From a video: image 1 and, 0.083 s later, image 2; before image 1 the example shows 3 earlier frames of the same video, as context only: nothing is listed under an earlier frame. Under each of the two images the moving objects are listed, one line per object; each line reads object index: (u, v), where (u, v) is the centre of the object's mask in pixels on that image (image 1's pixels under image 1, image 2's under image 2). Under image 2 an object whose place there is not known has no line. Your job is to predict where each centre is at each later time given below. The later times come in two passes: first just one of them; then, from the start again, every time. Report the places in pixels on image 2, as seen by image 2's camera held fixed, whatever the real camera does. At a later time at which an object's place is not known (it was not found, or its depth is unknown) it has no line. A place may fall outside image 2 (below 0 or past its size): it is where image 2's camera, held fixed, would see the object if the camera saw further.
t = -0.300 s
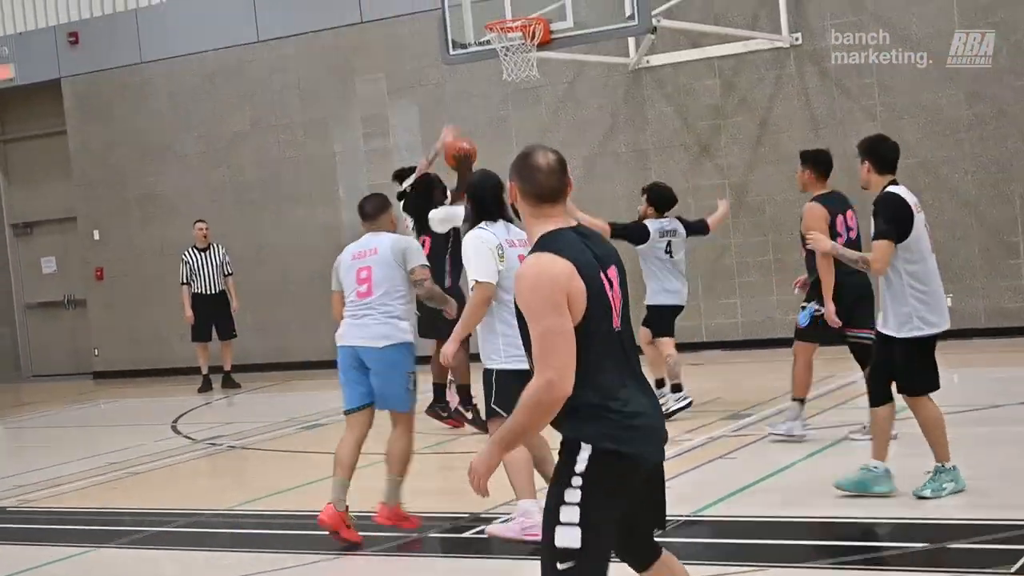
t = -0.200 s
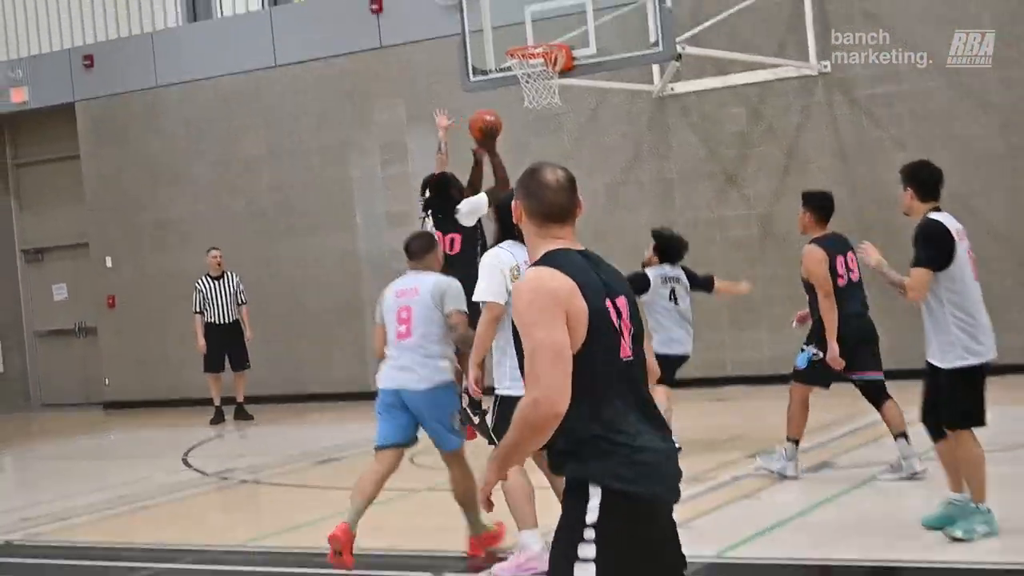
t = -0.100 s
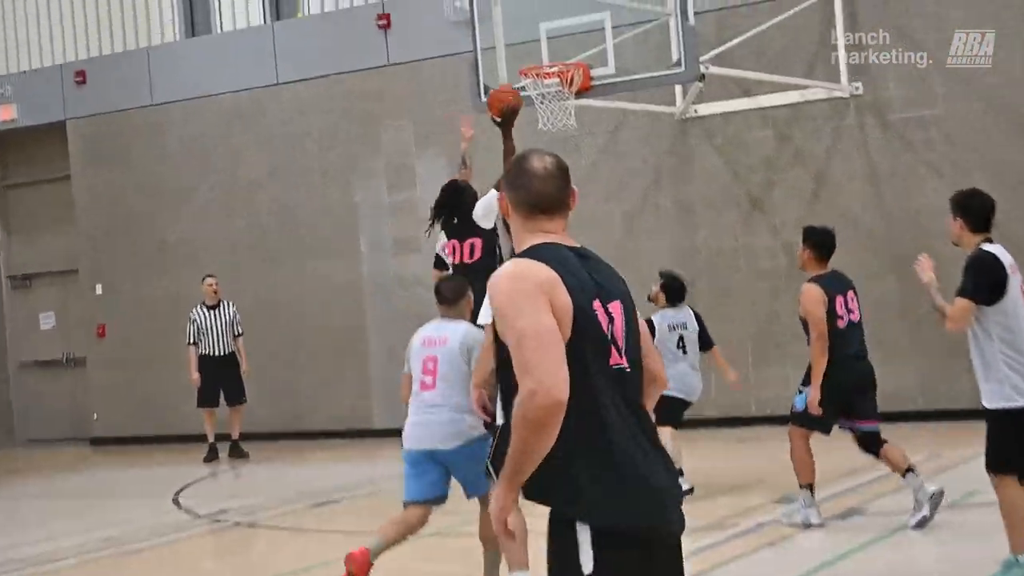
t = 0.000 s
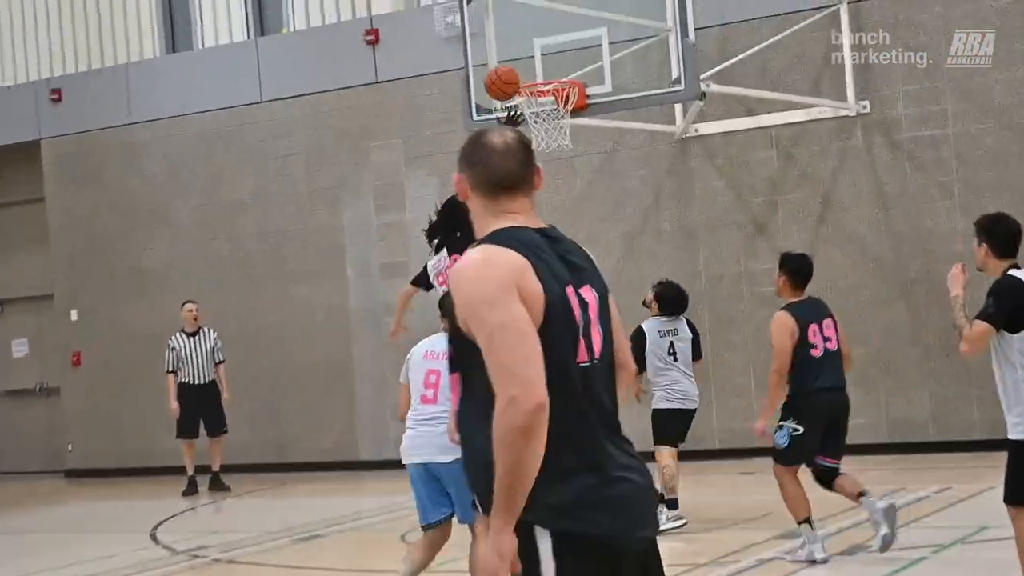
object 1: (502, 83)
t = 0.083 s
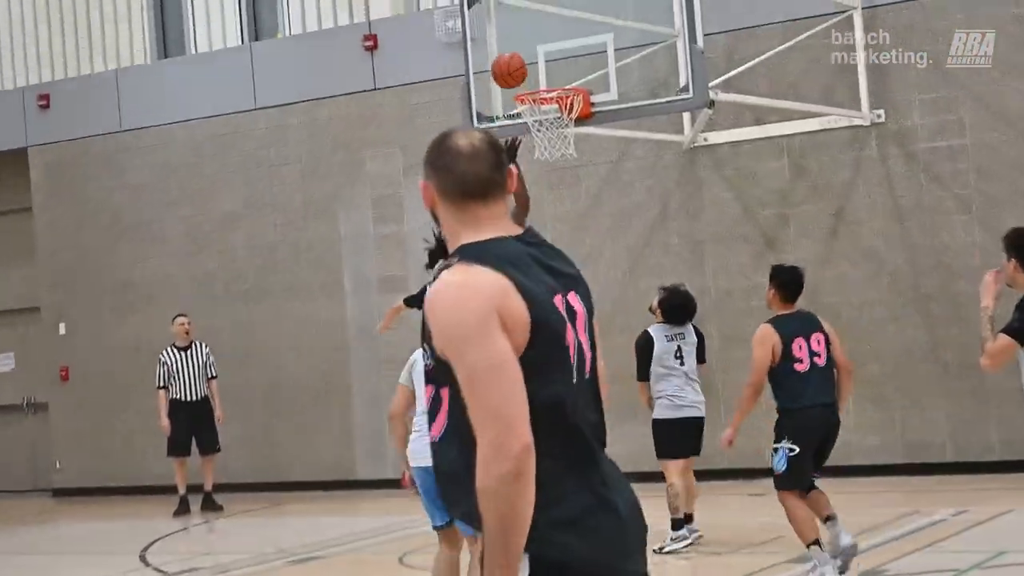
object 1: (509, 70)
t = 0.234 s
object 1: (519, 61)
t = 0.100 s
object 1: (510, 68)
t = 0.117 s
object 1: (511, 66)
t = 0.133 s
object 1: (512, 64)
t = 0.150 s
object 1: (513, 63)
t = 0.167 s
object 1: (514, 61)
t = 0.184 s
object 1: (516, 61)
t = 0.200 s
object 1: (517, 61)
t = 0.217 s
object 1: (518, 60)
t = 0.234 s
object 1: (519, 61)
